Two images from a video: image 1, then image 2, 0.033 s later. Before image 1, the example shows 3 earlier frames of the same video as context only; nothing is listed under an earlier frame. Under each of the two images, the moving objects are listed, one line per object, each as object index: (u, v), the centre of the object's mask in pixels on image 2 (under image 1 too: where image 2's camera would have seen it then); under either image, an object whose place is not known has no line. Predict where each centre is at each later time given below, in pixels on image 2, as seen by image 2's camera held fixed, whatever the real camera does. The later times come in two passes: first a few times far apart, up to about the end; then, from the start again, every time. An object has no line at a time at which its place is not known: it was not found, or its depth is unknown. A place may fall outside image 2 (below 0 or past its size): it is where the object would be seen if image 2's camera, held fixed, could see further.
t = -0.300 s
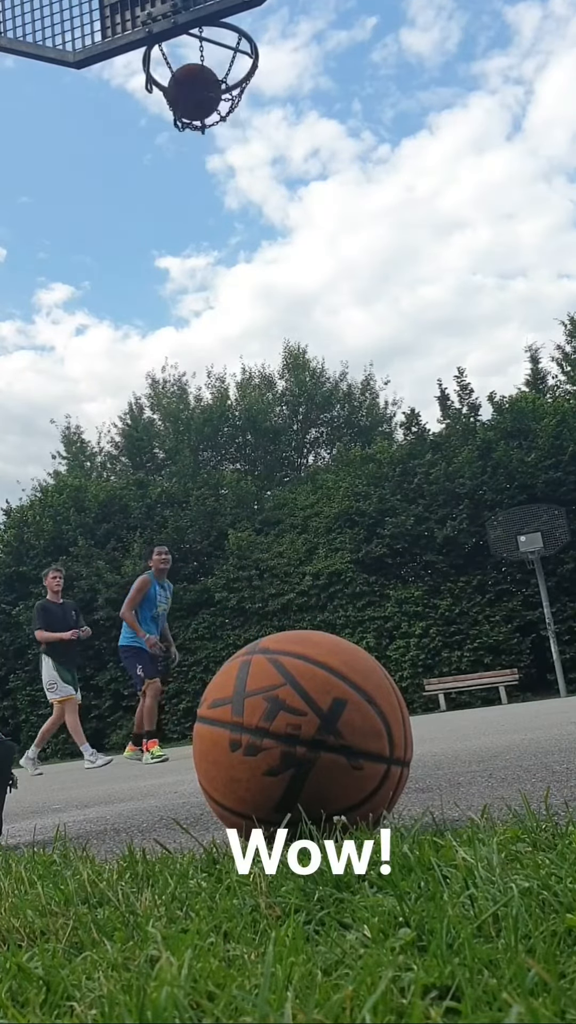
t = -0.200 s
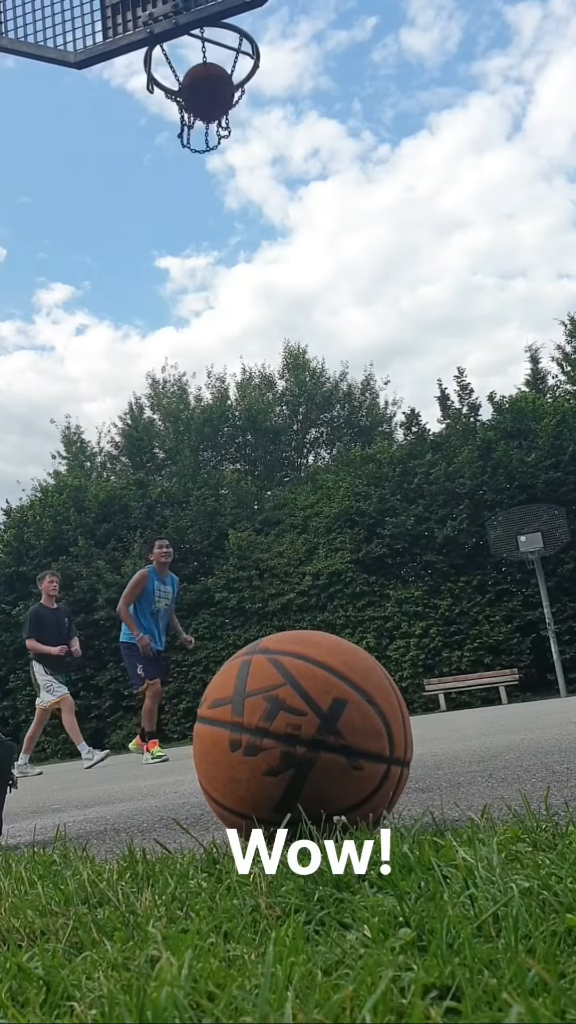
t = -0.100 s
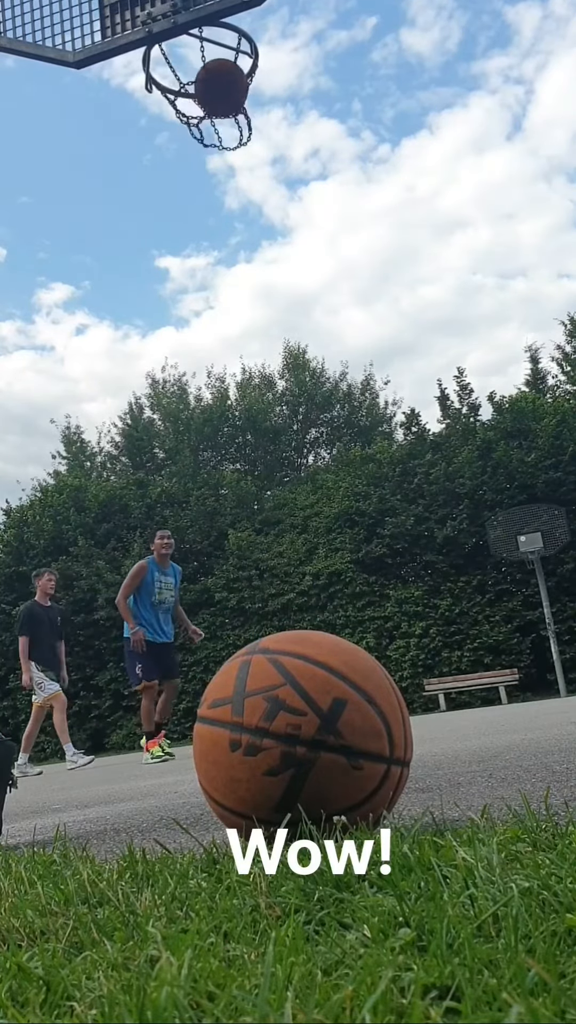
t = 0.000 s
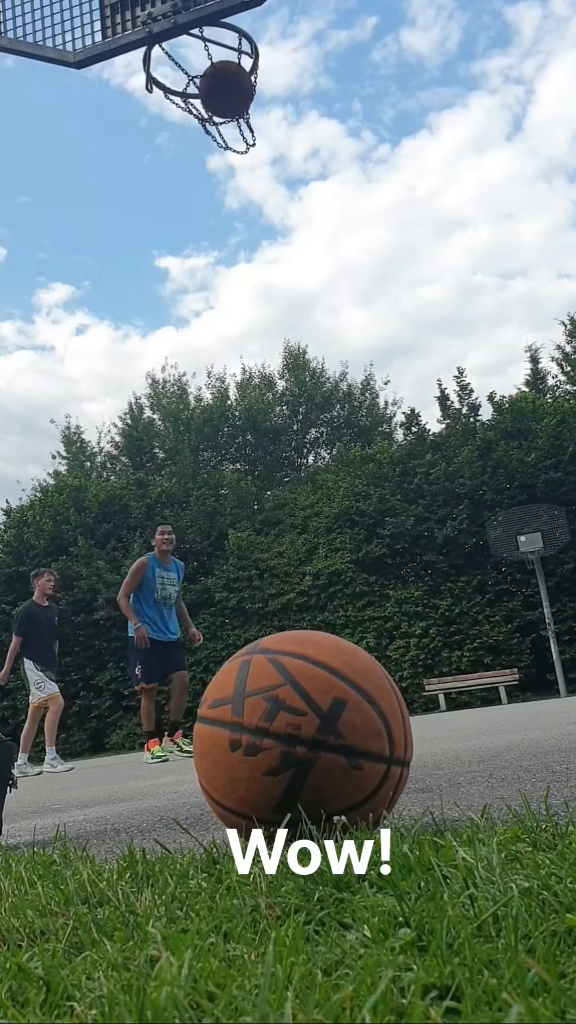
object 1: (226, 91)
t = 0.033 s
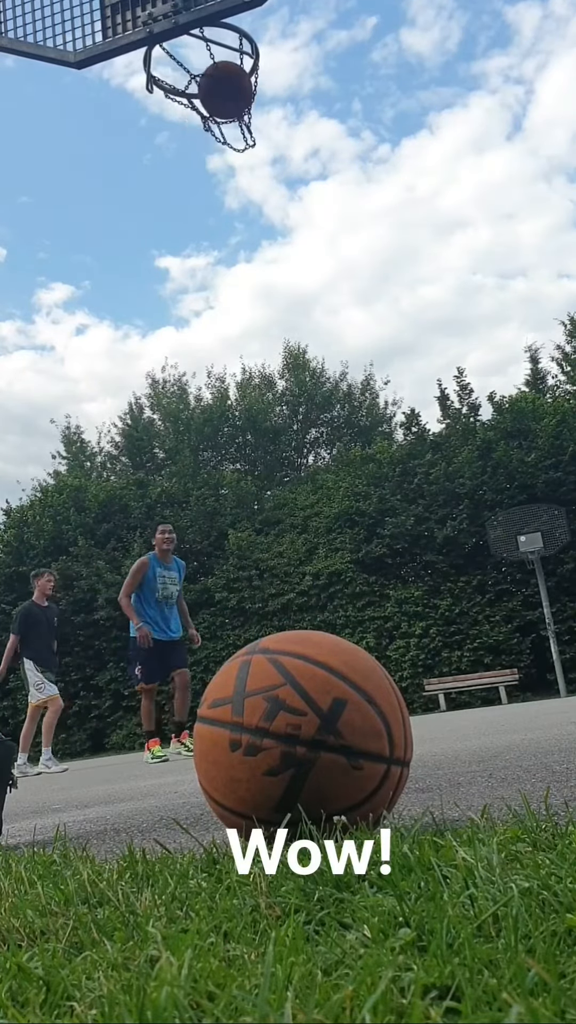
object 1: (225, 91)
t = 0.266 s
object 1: (203, 109)
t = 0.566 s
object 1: (174, 198)
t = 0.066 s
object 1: (224, 93)
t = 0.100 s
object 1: (222, 96)
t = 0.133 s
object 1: (219, 98)
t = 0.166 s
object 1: (216, 100)
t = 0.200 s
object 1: (212, 103)
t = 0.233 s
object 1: (207, 105)
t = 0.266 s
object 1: (203, 109)
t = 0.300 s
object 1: (199, 113)
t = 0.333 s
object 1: (195, 118)
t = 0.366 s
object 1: (191, 122)
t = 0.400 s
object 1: (188, 129)
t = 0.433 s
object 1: (184, 138)
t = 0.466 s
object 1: (181, 149)
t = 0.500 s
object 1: (179, 163)
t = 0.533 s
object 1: (176, 179)
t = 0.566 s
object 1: (174, 198)
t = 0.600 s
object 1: (172, 219)
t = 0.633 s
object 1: (171, 243)
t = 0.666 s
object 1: (170, 270)
